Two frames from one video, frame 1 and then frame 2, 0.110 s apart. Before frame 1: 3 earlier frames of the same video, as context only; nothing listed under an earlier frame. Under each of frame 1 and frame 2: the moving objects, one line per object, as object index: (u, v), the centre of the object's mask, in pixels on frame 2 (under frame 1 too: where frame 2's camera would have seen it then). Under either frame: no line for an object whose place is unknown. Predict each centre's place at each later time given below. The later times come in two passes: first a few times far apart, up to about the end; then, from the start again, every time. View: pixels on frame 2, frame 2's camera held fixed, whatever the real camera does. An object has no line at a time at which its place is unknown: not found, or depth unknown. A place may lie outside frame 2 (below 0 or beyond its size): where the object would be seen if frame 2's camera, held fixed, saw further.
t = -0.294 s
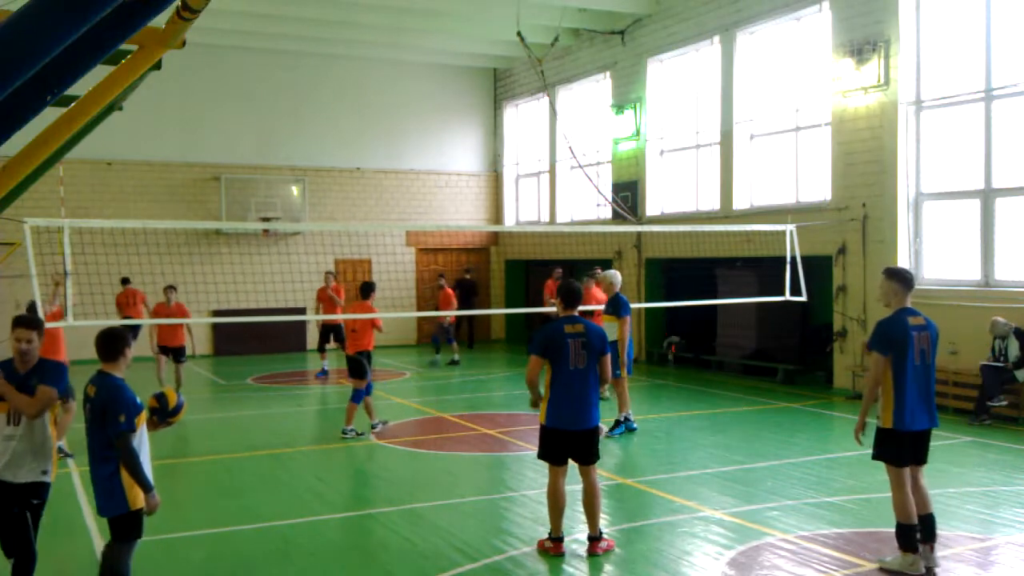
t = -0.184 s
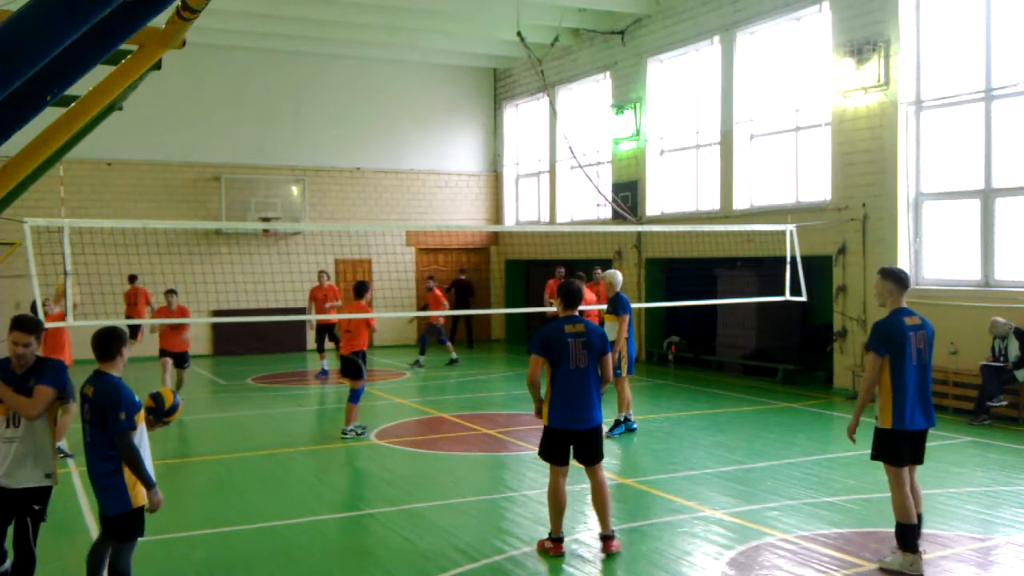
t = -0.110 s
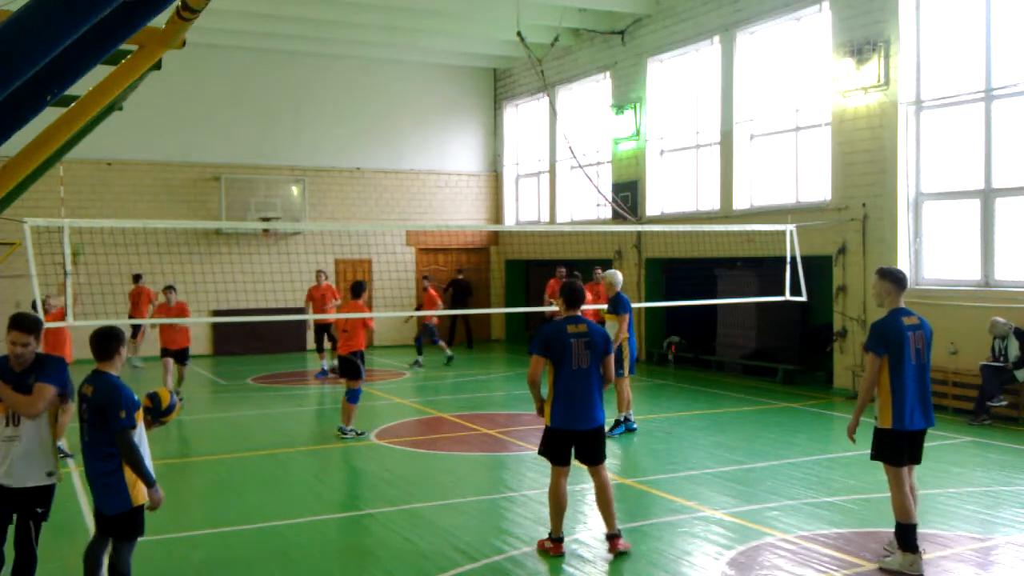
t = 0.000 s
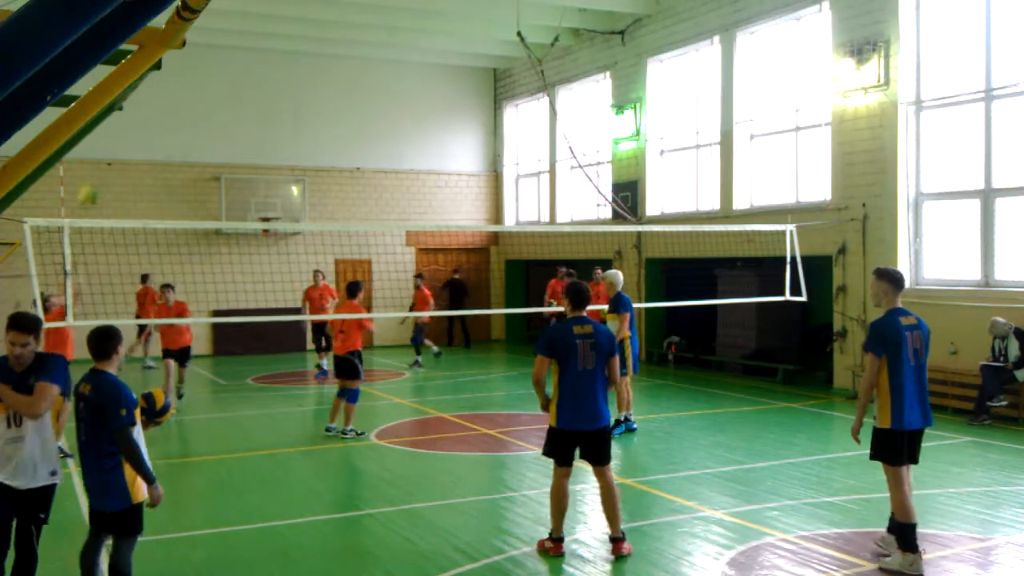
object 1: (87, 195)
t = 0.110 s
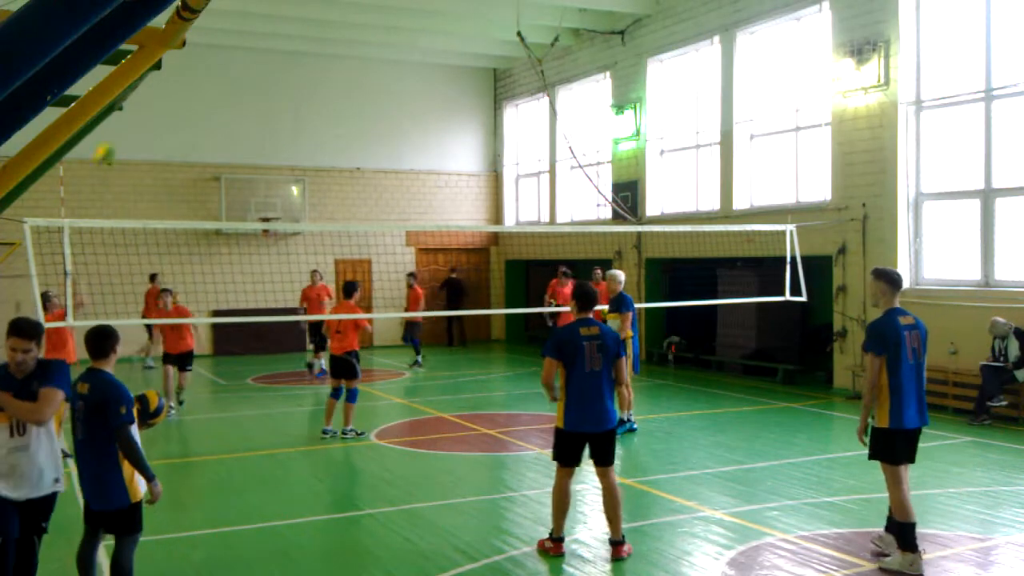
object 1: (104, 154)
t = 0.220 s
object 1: (120, 120)
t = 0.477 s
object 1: (157, 85)
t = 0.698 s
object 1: (189, 99)
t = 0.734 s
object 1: (194, 104)
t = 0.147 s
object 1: (111, 140)
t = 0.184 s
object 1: (115, 129)
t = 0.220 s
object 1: (120, 120)
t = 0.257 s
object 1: (127, 112)
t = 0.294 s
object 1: (133, 105)
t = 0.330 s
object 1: (137, 99)
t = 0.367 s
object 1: (142, 93)
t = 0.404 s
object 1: (147, 89)
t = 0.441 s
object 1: (152, 86)
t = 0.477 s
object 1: (157, 85)
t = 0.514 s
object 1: (163, 85)
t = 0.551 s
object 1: (168, 85)
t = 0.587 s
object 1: (174, 87)
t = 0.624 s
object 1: (178, 89)
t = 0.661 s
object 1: (184, 93)
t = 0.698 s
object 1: (189, 99)
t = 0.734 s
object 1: (194, 104)
